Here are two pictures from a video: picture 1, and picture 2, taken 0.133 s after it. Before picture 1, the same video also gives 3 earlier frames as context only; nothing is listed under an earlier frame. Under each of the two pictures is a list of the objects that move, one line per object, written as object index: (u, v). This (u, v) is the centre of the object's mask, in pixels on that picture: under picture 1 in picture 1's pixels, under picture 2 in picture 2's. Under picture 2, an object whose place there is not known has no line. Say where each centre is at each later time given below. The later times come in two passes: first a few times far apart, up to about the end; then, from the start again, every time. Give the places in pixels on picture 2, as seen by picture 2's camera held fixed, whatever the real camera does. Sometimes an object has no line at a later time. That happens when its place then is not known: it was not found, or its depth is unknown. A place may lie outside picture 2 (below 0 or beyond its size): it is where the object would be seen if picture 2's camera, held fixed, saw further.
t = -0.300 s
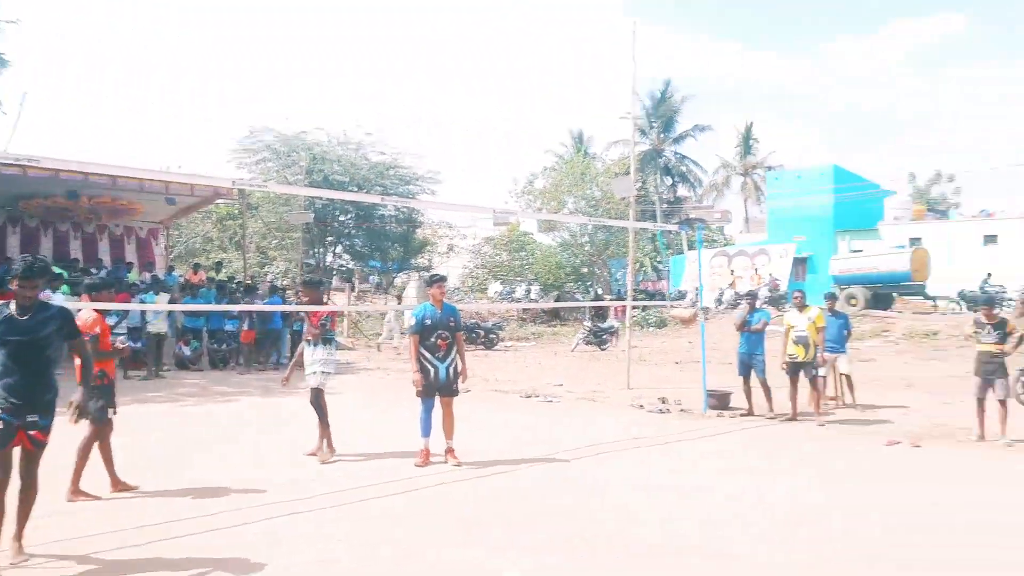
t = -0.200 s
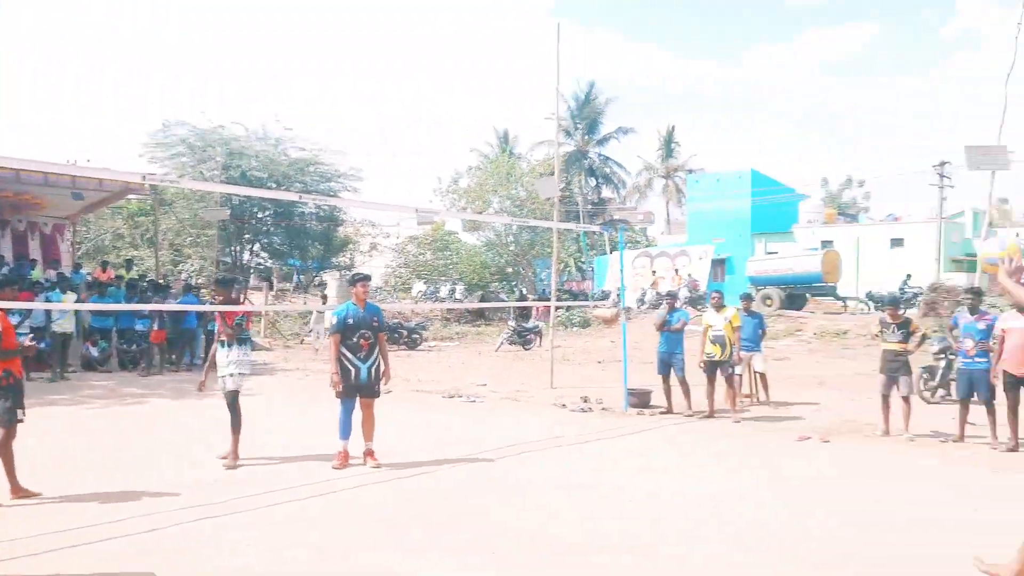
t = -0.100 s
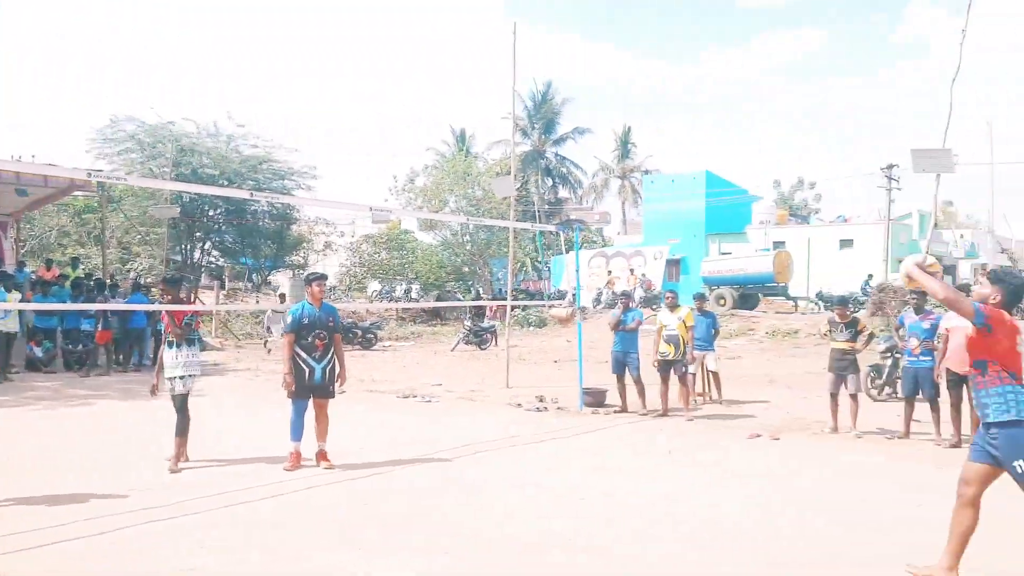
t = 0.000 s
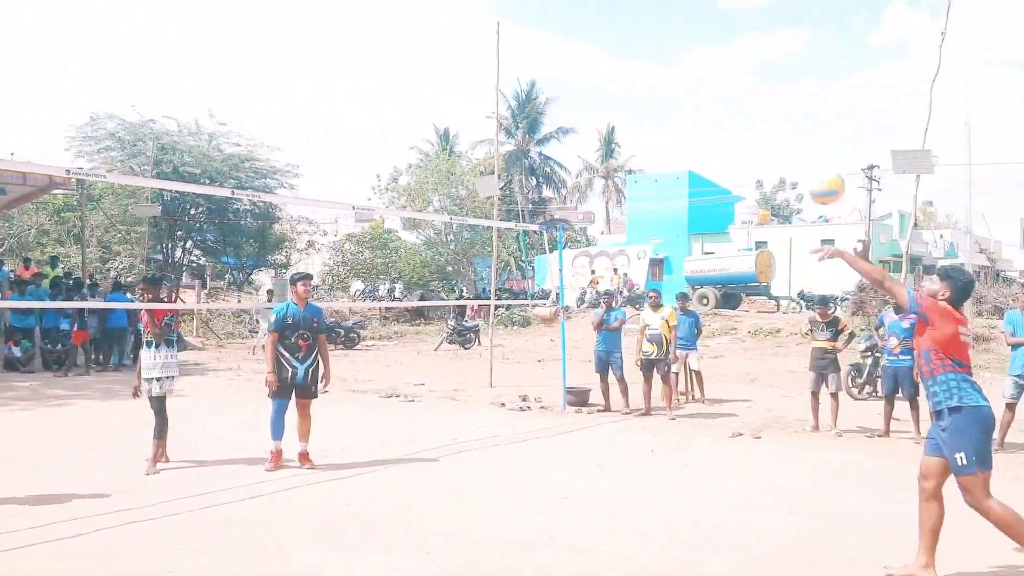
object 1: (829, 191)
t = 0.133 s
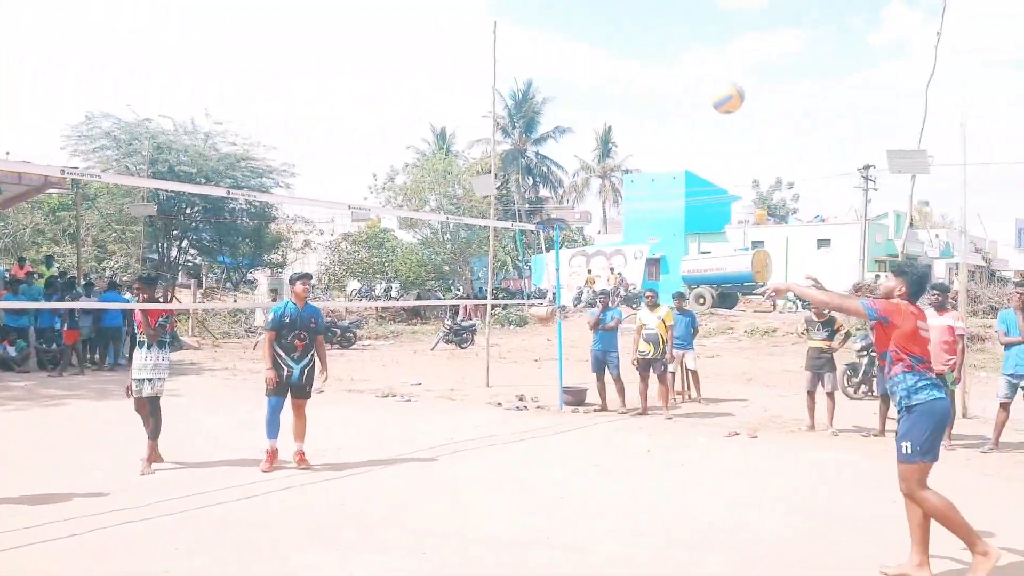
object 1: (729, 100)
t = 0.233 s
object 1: (665, 56)
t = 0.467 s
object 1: (530, 19)
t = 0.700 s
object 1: (418, 62)
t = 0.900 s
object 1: (335, 152)
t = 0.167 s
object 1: (708, 83)
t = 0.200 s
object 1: (686, 68)
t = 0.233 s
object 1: (665, 56)
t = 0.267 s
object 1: (644, 44)
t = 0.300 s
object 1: (624, 35)
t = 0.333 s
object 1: (604, 27)
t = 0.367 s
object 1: (585, 23)
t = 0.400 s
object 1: (566, 19)
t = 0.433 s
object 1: (548, 17)
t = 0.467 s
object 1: (530, 19)
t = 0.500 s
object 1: (513, 19)
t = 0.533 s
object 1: (497, 24)
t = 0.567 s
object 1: (480, 29)
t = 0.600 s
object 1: (464, 35)
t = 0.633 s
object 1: (448, 43)
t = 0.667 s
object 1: (433, 52)
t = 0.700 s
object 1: (418, 62)
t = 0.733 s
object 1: (403, 74)
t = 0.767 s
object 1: (389, 88)
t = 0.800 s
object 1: (376, 102)
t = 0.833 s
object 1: (362, 118)
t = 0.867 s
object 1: (349, 134)
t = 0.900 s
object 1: (335, 152)
